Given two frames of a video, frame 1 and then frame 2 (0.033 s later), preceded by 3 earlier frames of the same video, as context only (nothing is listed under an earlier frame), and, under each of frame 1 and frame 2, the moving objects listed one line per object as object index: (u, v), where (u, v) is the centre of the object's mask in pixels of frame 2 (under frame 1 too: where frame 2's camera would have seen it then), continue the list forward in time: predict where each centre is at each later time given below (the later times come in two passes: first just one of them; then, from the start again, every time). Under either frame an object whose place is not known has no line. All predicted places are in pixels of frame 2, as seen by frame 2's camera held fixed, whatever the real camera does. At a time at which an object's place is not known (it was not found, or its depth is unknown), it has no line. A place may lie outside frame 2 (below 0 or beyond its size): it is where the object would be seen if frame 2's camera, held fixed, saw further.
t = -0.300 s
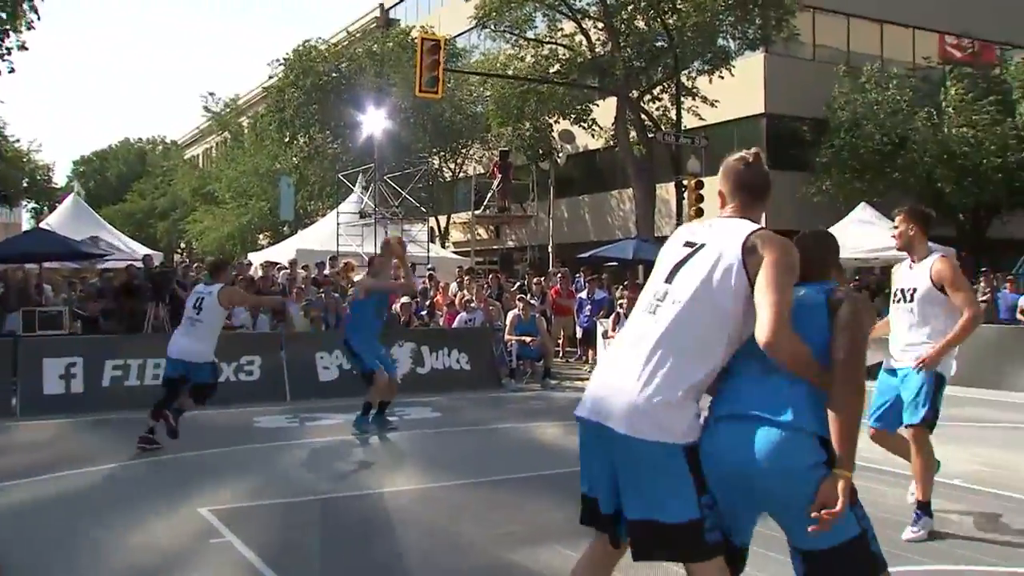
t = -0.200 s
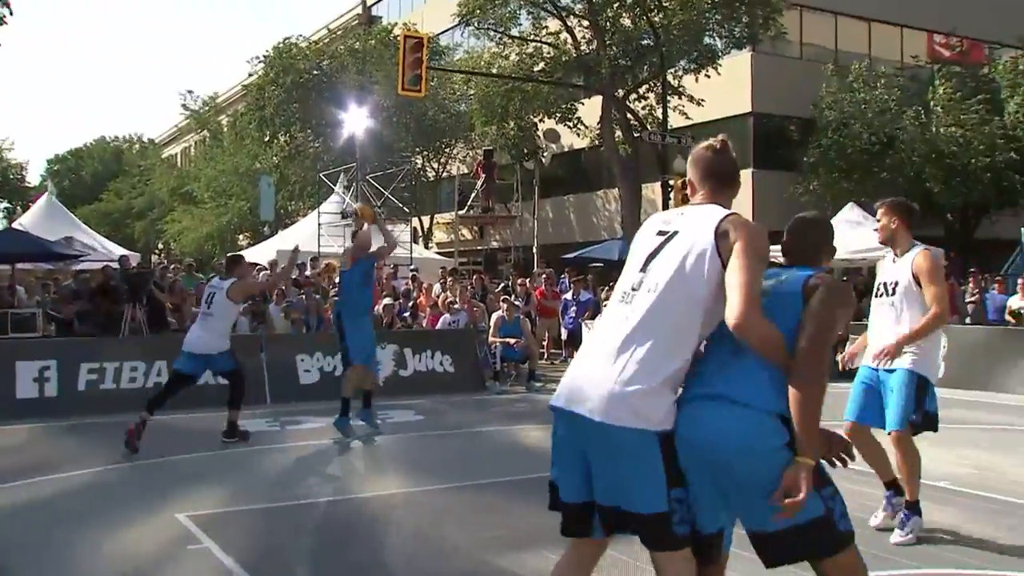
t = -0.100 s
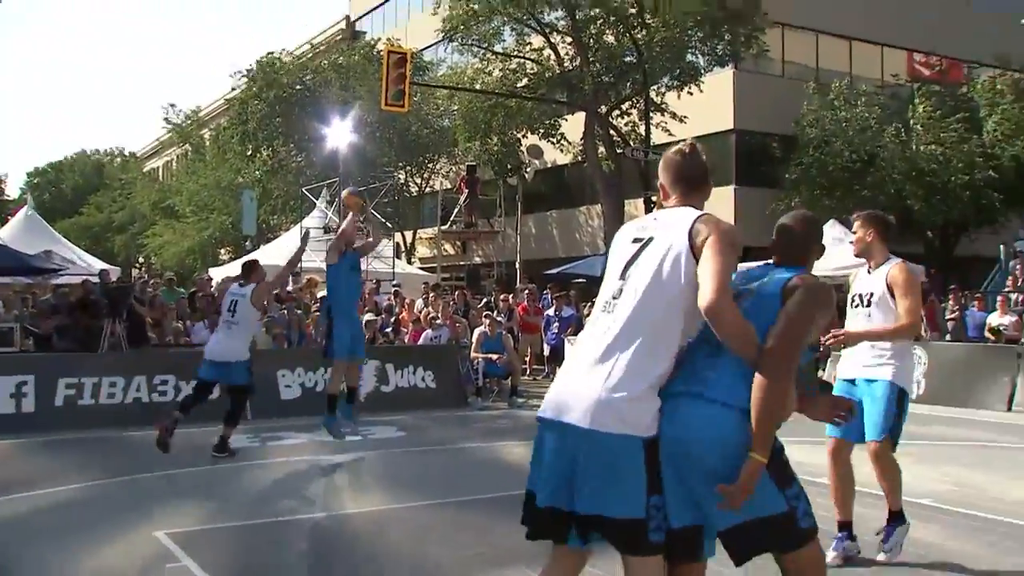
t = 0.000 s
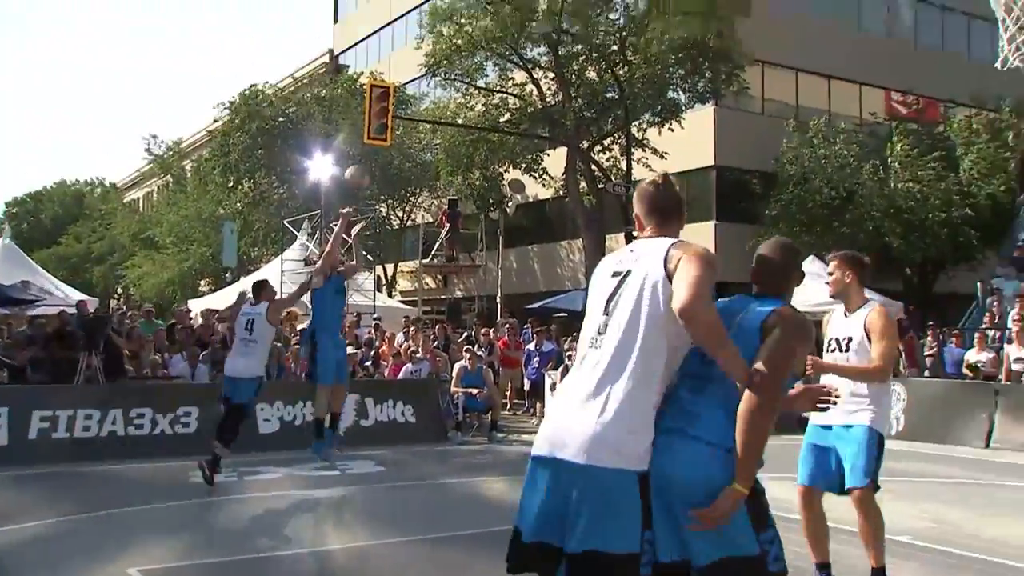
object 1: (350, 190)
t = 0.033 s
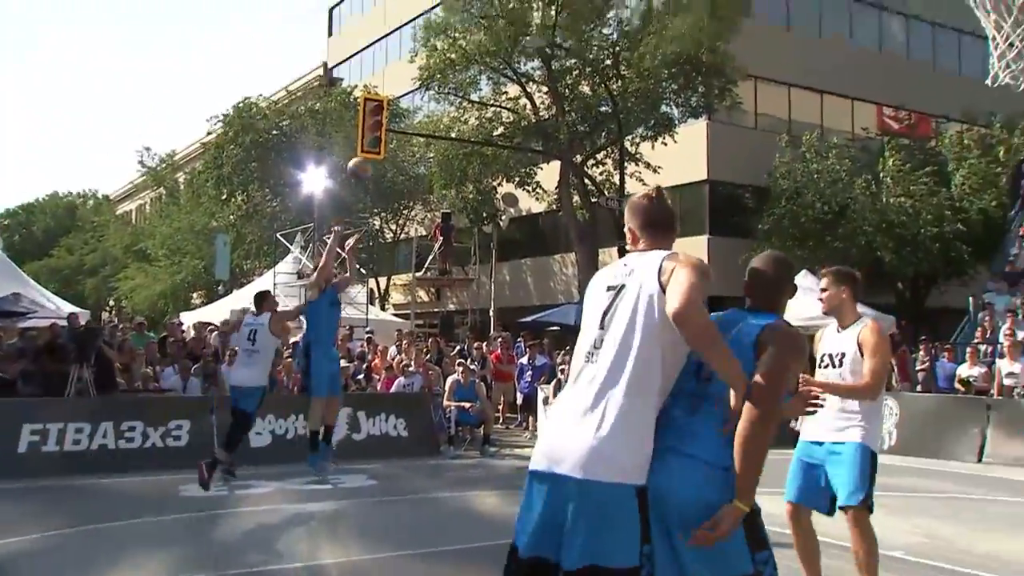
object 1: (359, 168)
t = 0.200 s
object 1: (412, 73)
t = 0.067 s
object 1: (369, 147)
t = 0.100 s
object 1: (379, 128)
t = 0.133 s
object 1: (390, 108)
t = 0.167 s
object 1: (402, 91)
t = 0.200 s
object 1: (412, 73)
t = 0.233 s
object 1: (423, 55)
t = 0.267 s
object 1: (433, 37)
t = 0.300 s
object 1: (445, 21)
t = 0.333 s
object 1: (457, 4)
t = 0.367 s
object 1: (469, -10)
